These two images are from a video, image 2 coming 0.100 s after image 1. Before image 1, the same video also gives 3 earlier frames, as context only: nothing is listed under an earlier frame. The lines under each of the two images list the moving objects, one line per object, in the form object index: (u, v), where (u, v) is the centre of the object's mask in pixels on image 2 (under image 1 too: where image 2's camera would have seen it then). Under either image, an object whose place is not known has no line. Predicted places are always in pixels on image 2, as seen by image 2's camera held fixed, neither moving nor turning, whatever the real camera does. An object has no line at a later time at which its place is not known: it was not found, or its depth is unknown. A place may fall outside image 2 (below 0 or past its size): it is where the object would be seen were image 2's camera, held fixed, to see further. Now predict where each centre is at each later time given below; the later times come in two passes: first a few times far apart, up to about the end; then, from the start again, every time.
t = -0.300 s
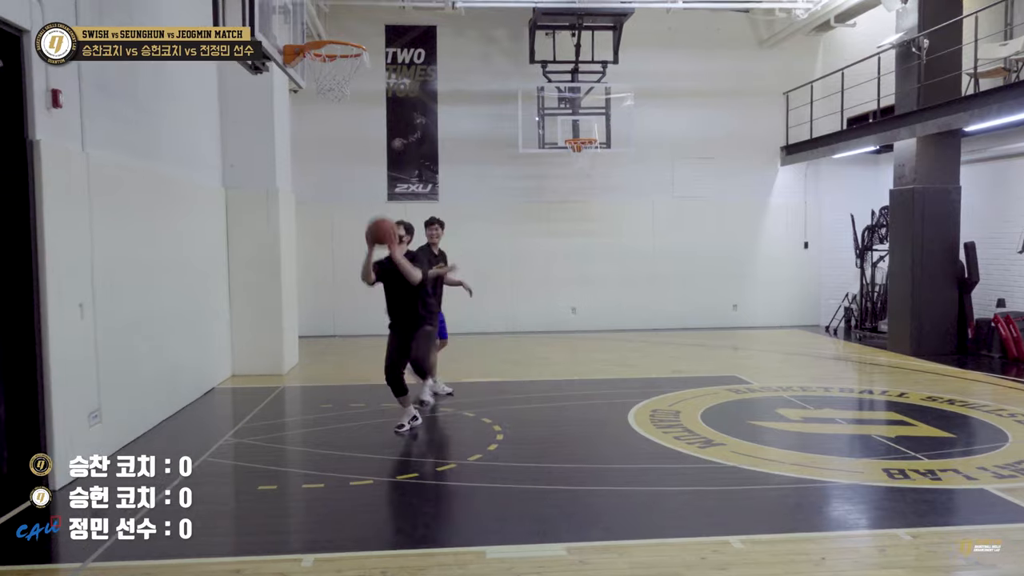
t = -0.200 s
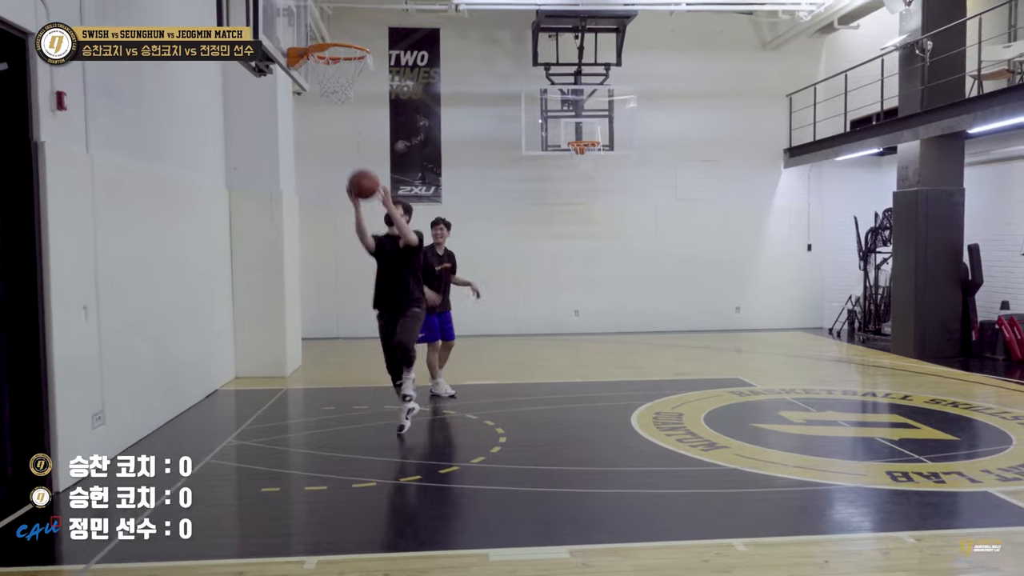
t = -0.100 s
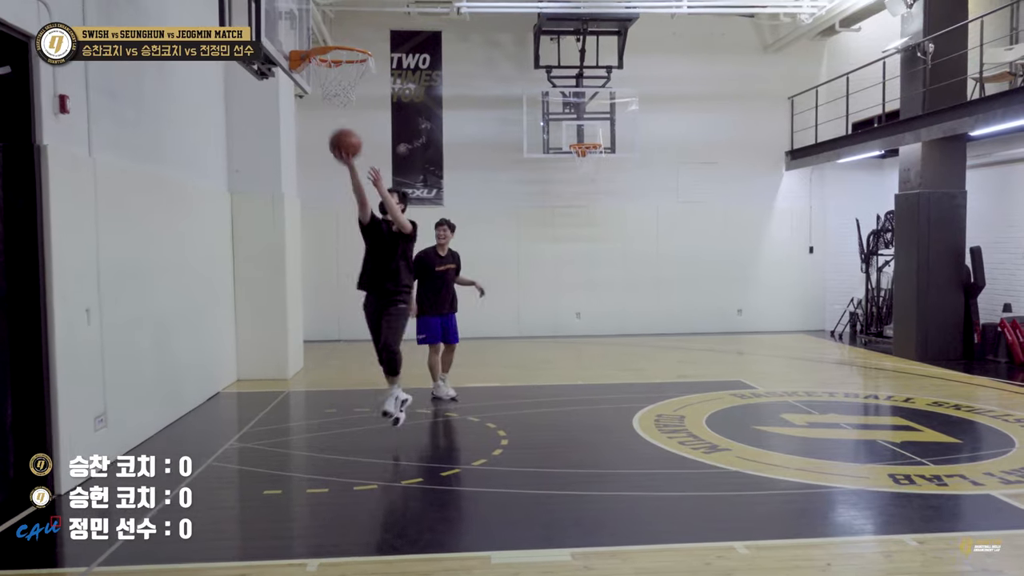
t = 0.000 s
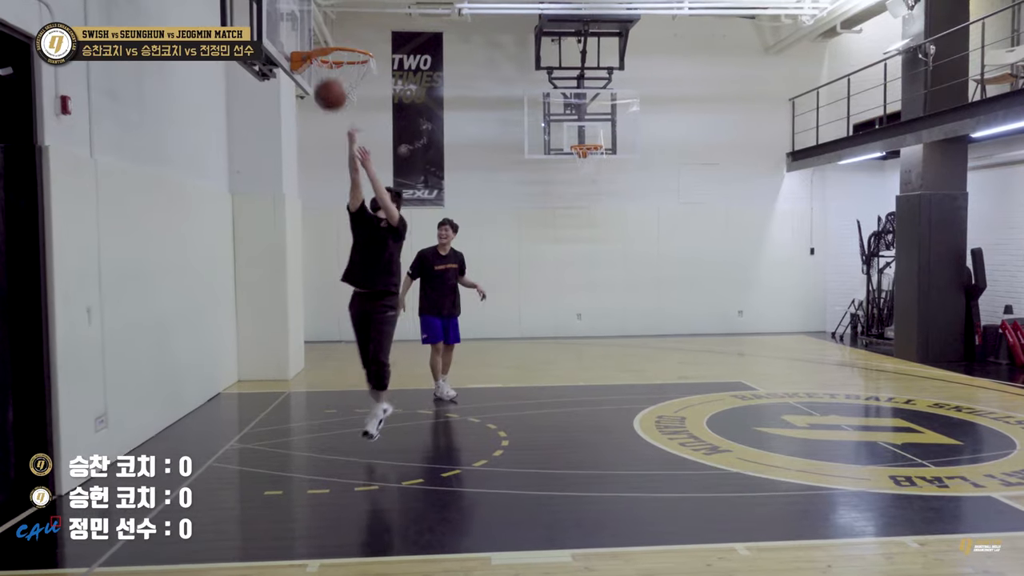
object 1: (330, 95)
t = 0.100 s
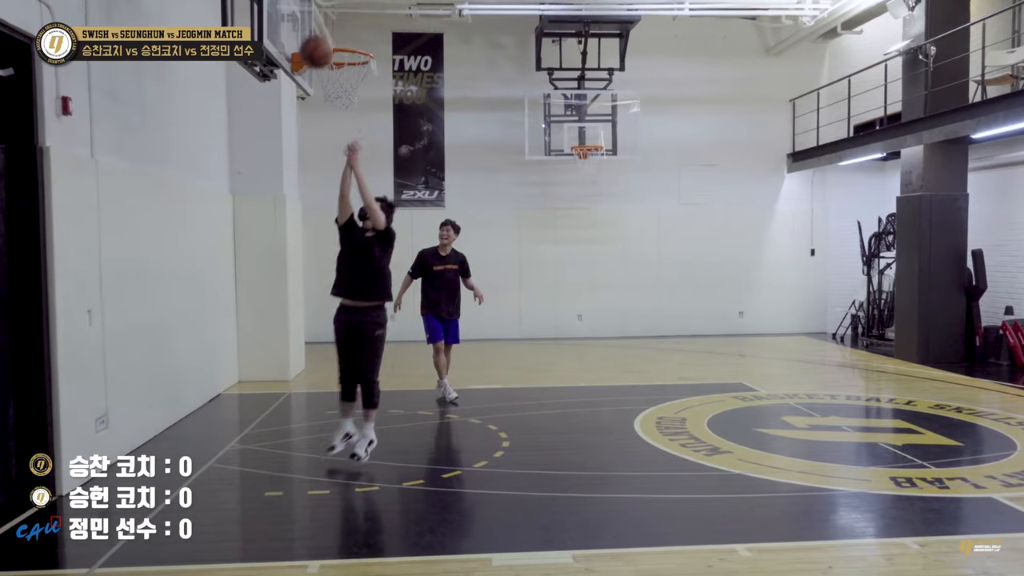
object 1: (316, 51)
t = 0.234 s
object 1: (300, 15)
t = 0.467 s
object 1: (335, 18)
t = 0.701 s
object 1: (341, 66)
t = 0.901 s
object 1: (327, 91)
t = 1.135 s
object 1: (333, 121)
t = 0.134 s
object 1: (310, 39)
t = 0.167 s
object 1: (305, 30)
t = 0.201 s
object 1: (300, 22)
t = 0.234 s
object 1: (300, 15)
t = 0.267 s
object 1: (305, 12)
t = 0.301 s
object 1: (311, 10)
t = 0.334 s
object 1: (316, 9)
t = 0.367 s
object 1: (321, 9)
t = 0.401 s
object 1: (326, 10)
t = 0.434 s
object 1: (331, 13)
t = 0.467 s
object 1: (335, 18)
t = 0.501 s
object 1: (341, 24)
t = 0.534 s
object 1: (346, 31)
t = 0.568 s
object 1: (351, 39)
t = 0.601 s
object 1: (352, 47)
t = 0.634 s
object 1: (348, 51)
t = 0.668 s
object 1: (345, 57)
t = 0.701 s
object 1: (341, 66)
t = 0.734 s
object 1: (338, 73)
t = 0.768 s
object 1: (334, 82)
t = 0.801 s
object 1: (331, 88)
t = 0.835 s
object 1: (329, 89)
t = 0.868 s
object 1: (327, 91)
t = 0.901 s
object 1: (327, 91)
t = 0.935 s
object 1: (327, 92)
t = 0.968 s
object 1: (327, 93)
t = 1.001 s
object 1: (328, 96)
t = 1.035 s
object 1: (329, 100)
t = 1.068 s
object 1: (330, 107)
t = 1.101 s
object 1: (331, 113)
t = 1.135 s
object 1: (333, 121)
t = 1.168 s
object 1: (334, 131)
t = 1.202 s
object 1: (335, 142)
